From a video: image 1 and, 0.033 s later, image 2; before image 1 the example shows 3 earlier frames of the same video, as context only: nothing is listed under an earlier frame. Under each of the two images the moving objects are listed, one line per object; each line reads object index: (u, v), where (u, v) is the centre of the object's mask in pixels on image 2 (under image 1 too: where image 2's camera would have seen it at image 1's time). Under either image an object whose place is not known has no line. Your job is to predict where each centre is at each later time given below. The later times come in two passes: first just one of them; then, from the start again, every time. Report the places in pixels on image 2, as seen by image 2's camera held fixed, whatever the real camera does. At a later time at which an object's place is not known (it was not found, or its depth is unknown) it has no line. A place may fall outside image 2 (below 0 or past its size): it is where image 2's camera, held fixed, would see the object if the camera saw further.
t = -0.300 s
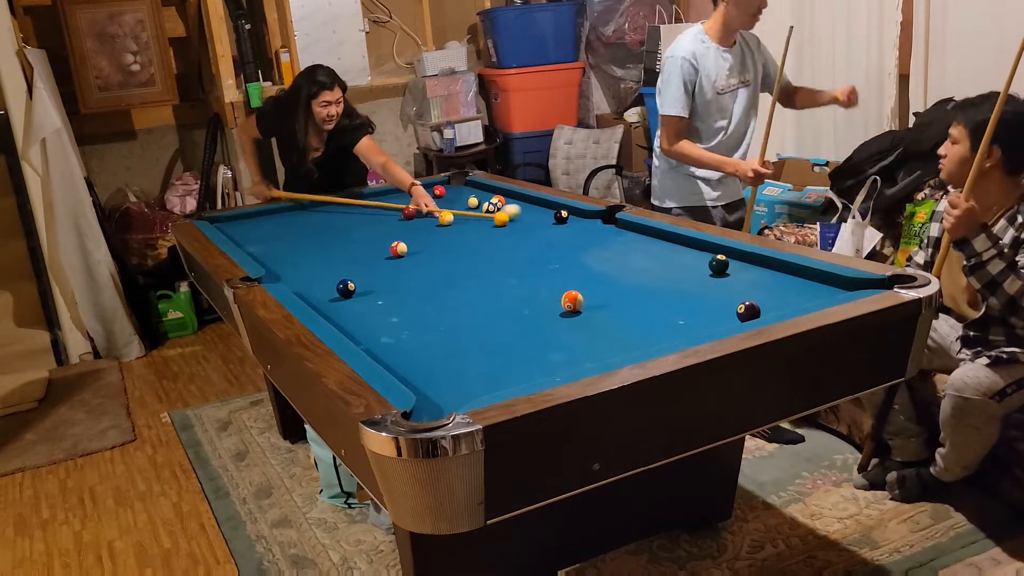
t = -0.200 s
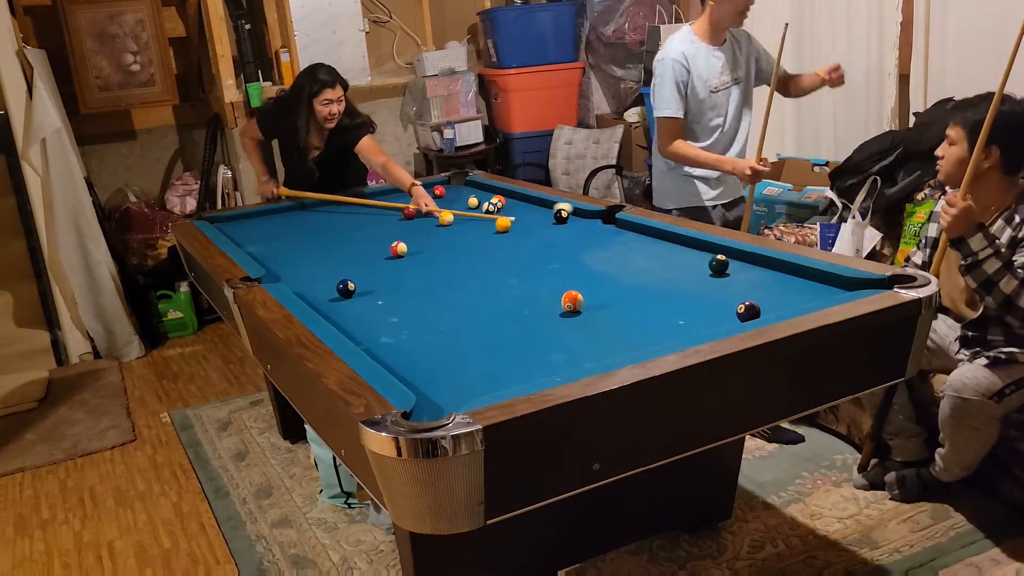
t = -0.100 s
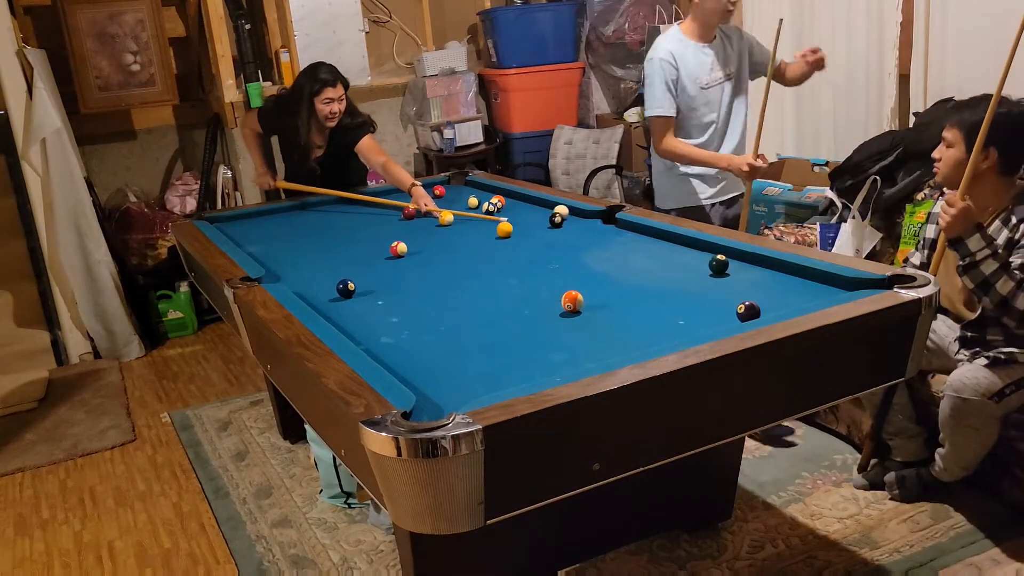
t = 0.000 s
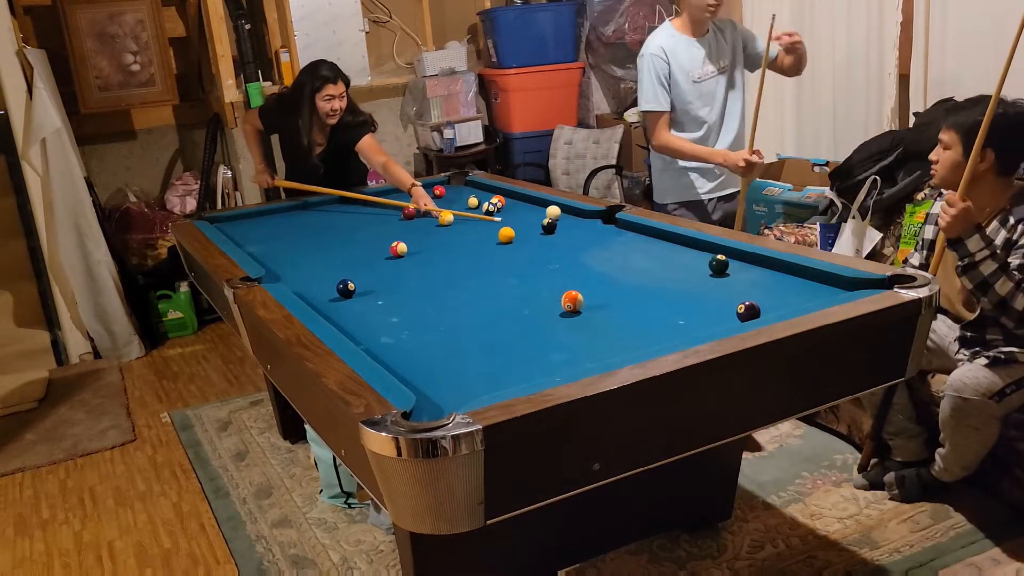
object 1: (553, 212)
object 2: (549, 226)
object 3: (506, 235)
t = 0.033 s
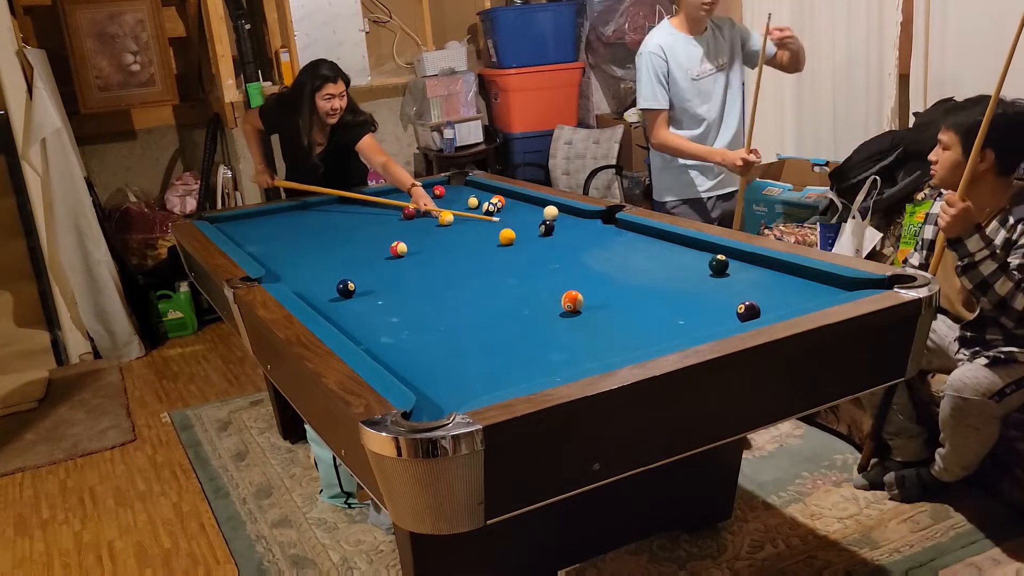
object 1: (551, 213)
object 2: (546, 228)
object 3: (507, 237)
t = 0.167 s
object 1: (541, 213)
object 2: (537, 235)
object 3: (510, 244)
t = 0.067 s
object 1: (548, 213)
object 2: (544, 229)
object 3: (508, 239)
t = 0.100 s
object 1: (546, 213)
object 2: (542, 231)
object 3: (508, 240)
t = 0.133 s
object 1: (543, 213)
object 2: (540, 234)
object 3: (509, 242)
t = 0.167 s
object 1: (541, 213)
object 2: (537, 235)
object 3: (510, 244)
